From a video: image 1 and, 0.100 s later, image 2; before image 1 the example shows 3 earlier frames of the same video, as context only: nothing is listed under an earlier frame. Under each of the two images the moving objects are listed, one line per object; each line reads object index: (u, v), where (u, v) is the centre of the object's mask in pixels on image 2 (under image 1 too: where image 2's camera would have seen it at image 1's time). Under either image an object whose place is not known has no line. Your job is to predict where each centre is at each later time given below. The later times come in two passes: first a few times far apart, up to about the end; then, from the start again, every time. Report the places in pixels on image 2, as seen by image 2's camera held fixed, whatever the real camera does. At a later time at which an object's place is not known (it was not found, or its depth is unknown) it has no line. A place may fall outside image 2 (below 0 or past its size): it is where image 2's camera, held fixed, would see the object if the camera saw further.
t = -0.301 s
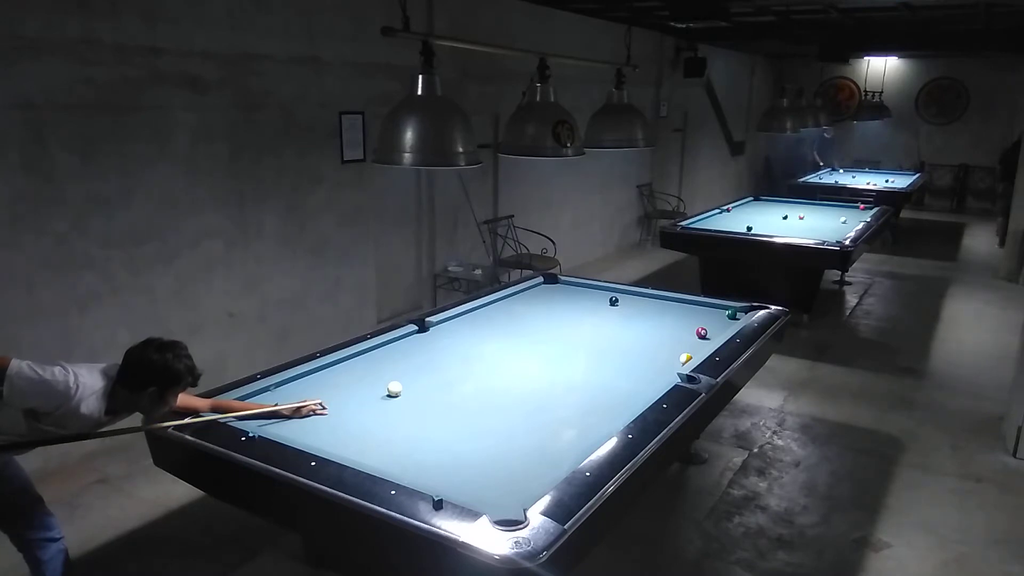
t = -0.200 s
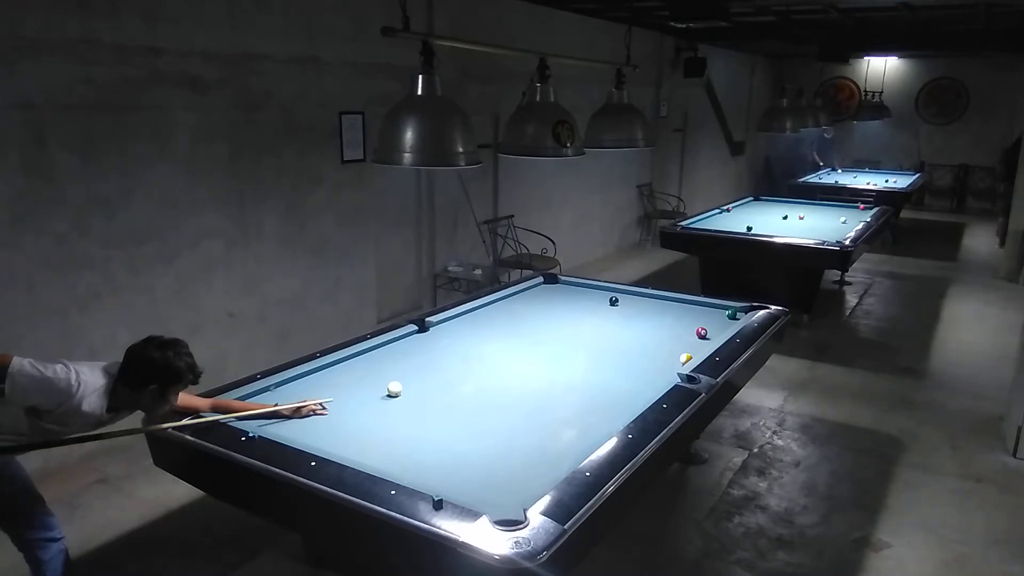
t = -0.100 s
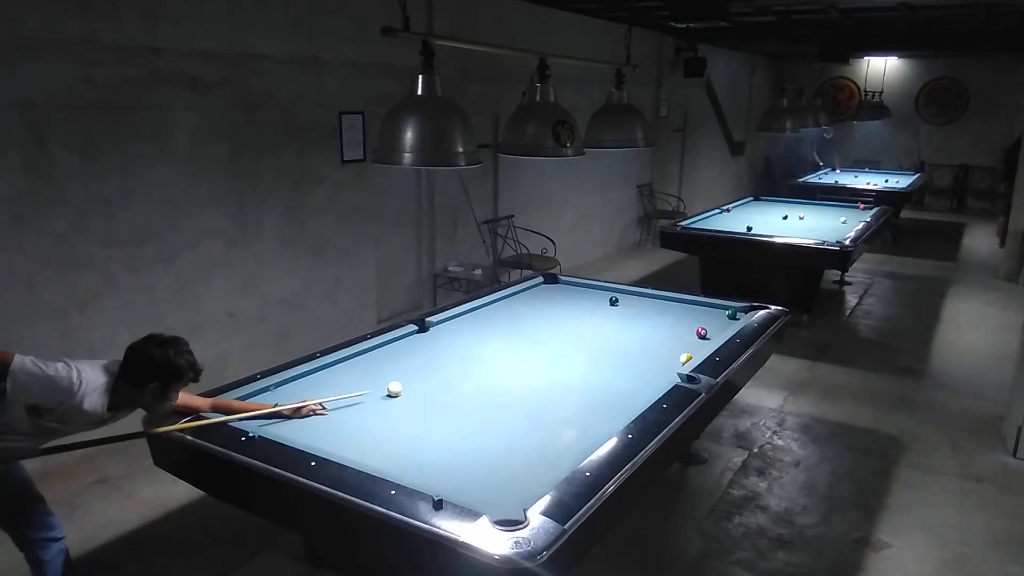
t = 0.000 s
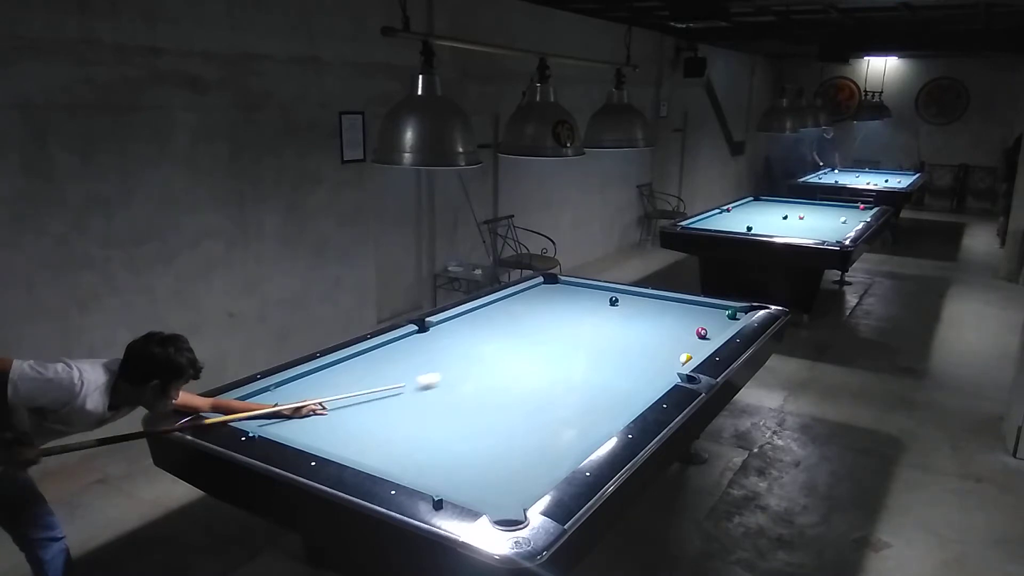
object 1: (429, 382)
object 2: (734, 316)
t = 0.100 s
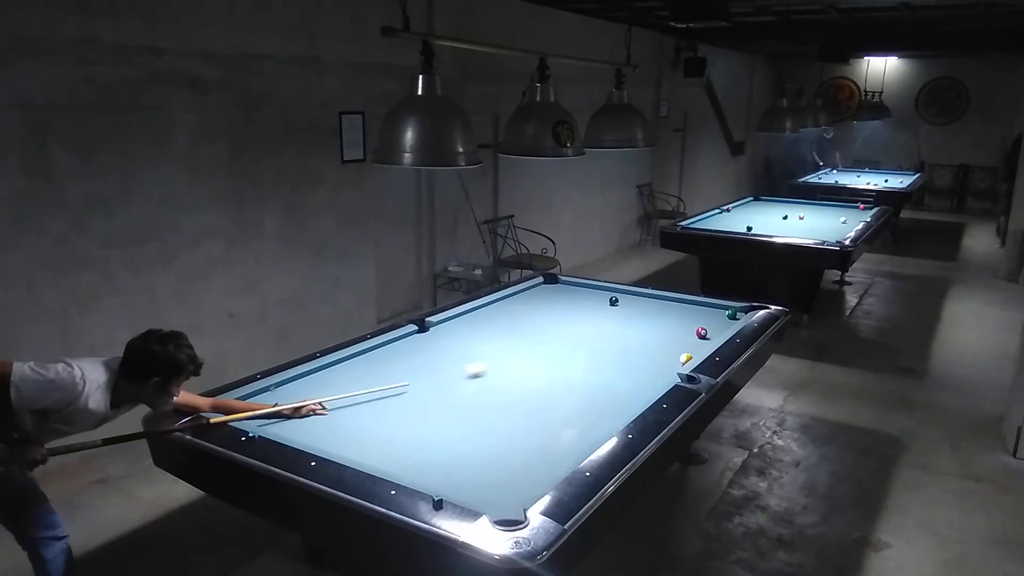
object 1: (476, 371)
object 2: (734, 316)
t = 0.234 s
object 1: (534, 358)
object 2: (734, 316)
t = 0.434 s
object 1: (608, 340)
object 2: (734, 316)
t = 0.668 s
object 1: (682, 323)
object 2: (734, 316)
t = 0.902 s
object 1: (718, 309)
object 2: (740, 313)
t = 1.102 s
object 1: (706, 310)
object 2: (725, 310)
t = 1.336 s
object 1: (687, 315)
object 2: (706, 310)
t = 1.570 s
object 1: (668, 321)
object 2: (688, 311)
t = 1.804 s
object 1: (649, 327)
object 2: (671, 312)
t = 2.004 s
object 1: (631, 332)
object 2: (656, 312)
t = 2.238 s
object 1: (611, 337)
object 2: (640, 312)
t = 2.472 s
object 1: (590, 344)
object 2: (625, 312)
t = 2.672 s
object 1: (572, 349)
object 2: (612, 312)
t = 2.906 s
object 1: (550, 356)
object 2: (598, 313)
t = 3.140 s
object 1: (527, 361)
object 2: (585, 313)
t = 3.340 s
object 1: (508, 367)
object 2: (574, 312)
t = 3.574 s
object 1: (485, 374)
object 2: (562, 313)
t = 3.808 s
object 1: (463, 380)
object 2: (552, 313)
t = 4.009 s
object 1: (443, 385)
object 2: (543, 313)
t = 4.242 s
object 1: (419, 392)
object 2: (534, 313)
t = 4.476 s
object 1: (395, 399)
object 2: (525, 313)
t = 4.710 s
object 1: (371, 406)
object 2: (518, 313)
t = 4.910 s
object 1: (350, 412)
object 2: (512, 313)
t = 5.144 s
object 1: (327, 418)
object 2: (506, 312)
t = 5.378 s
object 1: (303, 424)
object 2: (501, 312)
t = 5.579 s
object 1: (284, 428)
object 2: (497, 312)
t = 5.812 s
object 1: (280, 427)
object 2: (494, 312)
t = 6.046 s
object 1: (285, 423)
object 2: (491, 312)
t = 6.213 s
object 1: (289, 420)
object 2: (489, 312)
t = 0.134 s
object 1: (491, 367)
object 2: (734, 316)
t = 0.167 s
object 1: (506, 364)
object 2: (734, 316)
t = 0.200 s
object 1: (520, 361)
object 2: (734, 316)
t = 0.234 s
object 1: (534, 358)
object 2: (734, 316)
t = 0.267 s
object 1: (547, 355)
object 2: (734, 316)
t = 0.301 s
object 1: (560, 352)
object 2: (734, 316)
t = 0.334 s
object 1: (573, 349)
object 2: (734, 316)
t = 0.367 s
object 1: (585, 346)
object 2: (734, 316)
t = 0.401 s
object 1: (596, 343)
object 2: (734, 316)
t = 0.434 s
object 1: (608, 340)
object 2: (734, 316)
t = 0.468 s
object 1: (620, 337)
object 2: (734, 316)
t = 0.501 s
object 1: (631, 335)
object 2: (734, 316)
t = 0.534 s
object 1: (641, 332)
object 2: (734, 316)
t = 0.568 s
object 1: (652, 330)
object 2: (734, 316)
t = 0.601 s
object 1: (662, 328)
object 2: (733, 316)
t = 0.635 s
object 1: (673, 325)
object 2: (733, 316)
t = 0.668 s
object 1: (682, 323)
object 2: (734, 316)
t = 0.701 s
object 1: (692, 321)
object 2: (734, 316)
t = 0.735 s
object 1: (702, 319)
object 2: (733, 316)
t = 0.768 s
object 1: (710, 317)
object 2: (734, 316)
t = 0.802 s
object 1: (719, 314)
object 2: (734, 316)
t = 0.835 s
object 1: (720, 312)
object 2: (738, 315)
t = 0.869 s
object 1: (719, 311)
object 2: (742, 312)
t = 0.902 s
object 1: (718, 309)
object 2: (740, 313)
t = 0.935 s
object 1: (718, 307)
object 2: (738, 312)
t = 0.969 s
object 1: (716, 307)
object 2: (736, 311)
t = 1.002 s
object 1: (714, 308)
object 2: (733, 311)
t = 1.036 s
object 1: (711, 308)
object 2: (730, 310)
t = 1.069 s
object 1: (708, 309)
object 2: (728, 311)
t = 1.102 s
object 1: (706, 310)
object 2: (725, 310)
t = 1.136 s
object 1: (703, 311)
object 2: (722, 310)
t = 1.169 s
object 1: (700, 311)
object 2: (719, 310)
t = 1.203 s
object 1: (698, 312)
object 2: (717, 311)
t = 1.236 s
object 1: (695, 313)
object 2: (714, 310)
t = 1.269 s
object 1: (692, 314)
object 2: (711, 310)
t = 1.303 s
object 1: (690, 314)
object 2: (708, 311)
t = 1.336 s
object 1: (687, 315)
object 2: (706, 310)
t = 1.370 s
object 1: (684, 316)
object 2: (703, 310)
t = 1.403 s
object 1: (682, 317)
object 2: (701, 311)
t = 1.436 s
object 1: (679, 318)
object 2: (698, 311)
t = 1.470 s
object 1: (676, 318)
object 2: (696, 311)
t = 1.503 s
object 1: (673, 319)
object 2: (693, 311)
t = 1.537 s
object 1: (671, 320)
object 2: (691, 311)
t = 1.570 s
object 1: (668, 321)
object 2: (688, 311)
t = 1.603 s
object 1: (665, 322)
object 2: (685, 311)
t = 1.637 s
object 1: (663, 323)
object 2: (683, 311)
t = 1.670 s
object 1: (660, 323)
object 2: (680, 311)
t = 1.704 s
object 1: (657, 324)
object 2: (678, 312)
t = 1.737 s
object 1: (654, 325)
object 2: (675, 312)
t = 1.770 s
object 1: (651, 326)
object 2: (673, 312)
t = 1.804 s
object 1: (649, 327)
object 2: (671, 312)
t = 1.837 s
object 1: (645, 327)
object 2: (668, 312)
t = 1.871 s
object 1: (643, 328)
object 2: (666, 312)
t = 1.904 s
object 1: (640, 329)
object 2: (663, 312)
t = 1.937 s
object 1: (637, 330)
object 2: (661, 312)
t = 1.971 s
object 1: (634, 331)
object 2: (658, 312)
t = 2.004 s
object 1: (631, 332)
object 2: (656, 312)
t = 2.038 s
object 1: (628, 333)
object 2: (654, 312)
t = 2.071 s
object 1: (625, 333)
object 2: (651, 312)
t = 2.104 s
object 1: (623, 334)
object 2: (649, 312)
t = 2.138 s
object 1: (620, 335)
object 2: (647, 312)
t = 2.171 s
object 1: (617, 336)
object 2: (645, 312)
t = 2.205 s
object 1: (614, 337)
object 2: (642, 312)
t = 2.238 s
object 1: (611, 337)
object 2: (640, 312)
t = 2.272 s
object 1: (608, 339)
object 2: (638, 312)
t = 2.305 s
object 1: (605, 340)
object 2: (636, 312)
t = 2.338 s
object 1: (602, 340)
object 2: (633, 312)
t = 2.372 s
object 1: (599, 341)
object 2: (631, 312)
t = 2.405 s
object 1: (596, 342)
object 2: (629, 312)
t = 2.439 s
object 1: (593, 343)
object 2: (627, 312)
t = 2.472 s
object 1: (590, 344)
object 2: (625, 312)
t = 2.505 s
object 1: (587, 344)
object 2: (623, 312)
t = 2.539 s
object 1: (584, 345)
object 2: (620, 312)
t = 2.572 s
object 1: (581, 346)
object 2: (618, 312)
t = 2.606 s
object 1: (578, 348)
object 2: (616, 312)
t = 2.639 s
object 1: (575, 348)
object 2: (614, 312)
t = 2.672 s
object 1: (572, 349)
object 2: (612, 312)
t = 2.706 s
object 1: (569, 350)
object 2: (610, 312)
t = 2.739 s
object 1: (566, 351)
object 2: (608, 312)
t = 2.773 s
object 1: (563, 351)
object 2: (606, 312)
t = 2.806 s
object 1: (559, 353)
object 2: (604, 312)
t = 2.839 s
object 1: (556, 353)
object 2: (602, 312)
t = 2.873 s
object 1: (553, 355)
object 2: (600, 312)
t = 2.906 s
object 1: (550, 356)
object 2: (598, 313)
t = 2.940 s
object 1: (547, 357)
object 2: (596, 312)
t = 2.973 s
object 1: (543, 358)
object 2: (594, 312)
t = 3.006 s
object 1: (541, 358)
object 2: (592, 312)
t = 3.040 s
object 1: (537, 358)
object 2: (590, 312)
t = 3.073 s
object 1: (534, 359)
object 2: (589, 313)
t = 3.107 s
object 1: (531, 360)
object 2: (587, 312)
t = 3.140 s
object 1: (527, 361)
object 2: (585, 313)
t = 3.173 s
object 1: (524, 362)
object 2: (583, 313)
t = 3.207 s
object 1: (522, 364)
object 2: (581, 313)
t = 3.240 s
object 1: (518, 364)
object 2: (580, 313)
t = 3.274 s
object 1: (515, 365)
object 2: (578, 313)
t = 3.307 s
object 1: (512, 366)
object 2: (576, 312)
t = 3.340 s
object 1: (508, 367)
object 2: (574, 312)
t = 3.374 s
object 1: (505, 368)
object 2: (572, 313)
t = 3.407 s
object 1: (502, 369)
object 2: (571, 313)
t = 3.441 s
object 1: (499, 370)
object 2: (569, 313)
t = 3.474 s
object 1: (496, 371)
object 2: (567, 313)
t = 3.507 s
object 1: (493, 372)
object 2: (566, 313)
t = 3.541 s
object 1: (489, 373)
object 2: (564, 313)
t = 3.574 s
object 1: (485, 374)
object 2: (562, 313)
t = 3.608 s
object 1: (482, 375)
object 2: (561, 313)
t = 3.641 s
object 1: (479, 376)
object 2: (559, 313)
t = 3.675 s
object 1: (476, 376)
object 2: (558, 313)
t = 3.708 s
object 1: (472, 377)
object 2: (556, 313)
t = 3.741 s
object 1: (469, 378)
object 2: (555, 313)
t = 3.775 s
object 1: (467, 379)
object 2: (553, 313)
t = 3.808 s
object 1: (463, 380)
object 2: (552, 313)
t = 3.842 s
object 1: (459, 381)
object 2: (550, 313)
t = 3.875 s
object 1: (456, 382)
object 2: (549, 313)
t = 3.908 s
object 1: (453, 383)
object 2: (548, 313)
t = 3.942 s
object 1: (449, 384)
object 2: (546, 313)
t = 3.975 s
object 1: (446, 384)
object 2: (545, 313)
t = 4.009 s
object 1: (443, 385)
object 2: (543, 313)
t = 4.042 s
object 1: (439, 386)
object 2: (542, 313)
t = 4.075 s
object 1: (436, 387)
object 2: (540, 313)
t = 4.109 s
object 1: (433, 388)
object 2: (539, 313)
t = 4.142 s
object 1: (429, 389)
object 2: (538, 313)
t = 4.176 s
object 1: (426, 390)
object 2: (536, 313)
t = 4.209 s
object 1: (423, 391)
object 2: (535, 313)
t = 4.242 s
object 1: (419, 392)
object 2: (534, 313)
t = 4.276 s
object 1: (416, 393)
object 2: (533, 313)
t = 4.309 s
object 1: (412, 394)
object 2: (531, 313)
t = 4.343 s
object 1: (409, 395)
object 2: (530, 313)
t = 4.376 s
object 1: (406, 396)
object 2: (529, 313)
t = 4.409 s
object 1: (402, 397)
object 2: (528, 313)
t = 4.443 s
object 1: (399, 398)
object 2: (527, 313)
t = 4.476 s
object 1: (395, 399)
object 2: (525, 313)
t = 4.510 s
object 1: (392, 400)
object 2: (524, 313)
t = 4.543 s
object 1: (388, 401)
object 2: (523, 313)
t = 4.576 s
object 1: (385, 402)
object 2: (522, 313)
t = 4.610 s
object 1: (382, 403)
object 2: (521, 313)
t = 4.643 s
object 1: (378, 403)
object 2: (520, 313)
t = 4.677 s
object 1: (374, 405)
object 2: (519, 313)
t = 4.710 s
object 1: (371, 406)
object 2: (518, 313)
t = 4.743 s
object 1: (367, 406)
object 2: (517, 313)
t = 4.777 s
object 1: (364, 407)
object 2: (516, 313)
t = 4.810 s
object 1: (360, 408)
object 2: (515, 313)
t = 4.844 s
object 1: (357, 409)
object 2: (514, 313)
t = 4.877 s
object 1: (354, 410)
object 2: (513, 313)
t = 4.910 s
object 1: (350, 412)
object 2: (512, 313)
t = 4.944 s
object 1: (347, 412)
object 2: (511, 313)
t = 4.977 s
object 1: (343, 413)
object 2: (510, 313)
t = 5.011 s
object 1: (340, 414)
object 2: (509, 313)
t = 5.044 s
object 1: (337, 415)
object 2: (508, 313)
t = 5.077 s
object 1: (333, 416)
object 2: (508, 313)
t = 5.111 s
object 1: (330, 417)
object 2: (507, 313)
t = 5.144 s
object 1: (327, 418)
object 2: (506, 312)
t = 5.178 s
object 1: (323, 419)
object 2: (505, 312)
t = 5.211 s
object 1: (320, 420)
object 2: (504, 313)
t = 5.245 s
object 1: (316, 421)
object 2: (504, 313)
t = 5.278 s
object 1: (313, 422)
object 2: (503, 312)
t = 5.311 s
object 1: (310, 423)
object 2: (502, 312)
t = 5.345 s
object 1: (306, 424)
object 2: (502, 312)
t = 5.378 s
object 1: (303, 424)
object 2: (501, 312)
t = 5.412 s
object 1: (300, 425)
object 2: (500, 312)
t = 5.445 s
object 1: (296, 426)
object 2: (500, 312)
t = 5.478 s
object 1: (293, 427)
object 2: (499, 312)
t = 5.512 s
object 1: (290, 427)
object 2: (499, 312)
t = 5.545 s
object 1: (287, 428)
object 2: (498, 312)
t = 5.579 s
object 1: (284, 428)
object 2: (497, 312)
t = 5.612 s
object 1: (281, 428)
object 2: (497, 312)
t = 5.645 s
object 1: (278, 428)
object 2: (496, 312)
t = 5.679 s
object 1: (277, 428)
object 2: (496, 312)
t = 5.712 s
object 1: (277, 427)
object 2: (495, 312)
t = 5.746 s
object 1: (278, 427)
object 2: (495, 312)
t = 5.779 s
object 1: (279, 427)
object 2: (494, 312)
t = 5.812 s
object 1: (280, 427)
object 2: (494, 312)
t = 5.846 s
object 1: (281, 426)
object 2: (493, 312)
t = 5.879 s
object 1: (281, 426)
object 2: (493, 312)
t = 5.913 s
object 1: (282, 425)
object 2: (492, 312)
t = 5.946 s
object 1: (283, 425)
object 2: (492, 312)
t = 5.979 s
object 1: (284, 424)
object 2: (491, 312)
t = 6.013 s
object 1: (284, 424)
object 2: (491, 312)
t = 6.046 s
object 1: (285, 423)
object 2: (491, 312)
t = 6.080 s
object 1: (286, 422)
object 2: (490, 312)
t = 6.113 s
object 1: (287, 422)
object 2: (490, 312)
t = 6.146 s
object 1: (288, 421)
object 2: (490, 312)
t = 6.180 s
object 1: (288, 421)
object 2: (490, 312)
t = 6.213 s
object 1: (289, 420)
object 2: (489, 312)
